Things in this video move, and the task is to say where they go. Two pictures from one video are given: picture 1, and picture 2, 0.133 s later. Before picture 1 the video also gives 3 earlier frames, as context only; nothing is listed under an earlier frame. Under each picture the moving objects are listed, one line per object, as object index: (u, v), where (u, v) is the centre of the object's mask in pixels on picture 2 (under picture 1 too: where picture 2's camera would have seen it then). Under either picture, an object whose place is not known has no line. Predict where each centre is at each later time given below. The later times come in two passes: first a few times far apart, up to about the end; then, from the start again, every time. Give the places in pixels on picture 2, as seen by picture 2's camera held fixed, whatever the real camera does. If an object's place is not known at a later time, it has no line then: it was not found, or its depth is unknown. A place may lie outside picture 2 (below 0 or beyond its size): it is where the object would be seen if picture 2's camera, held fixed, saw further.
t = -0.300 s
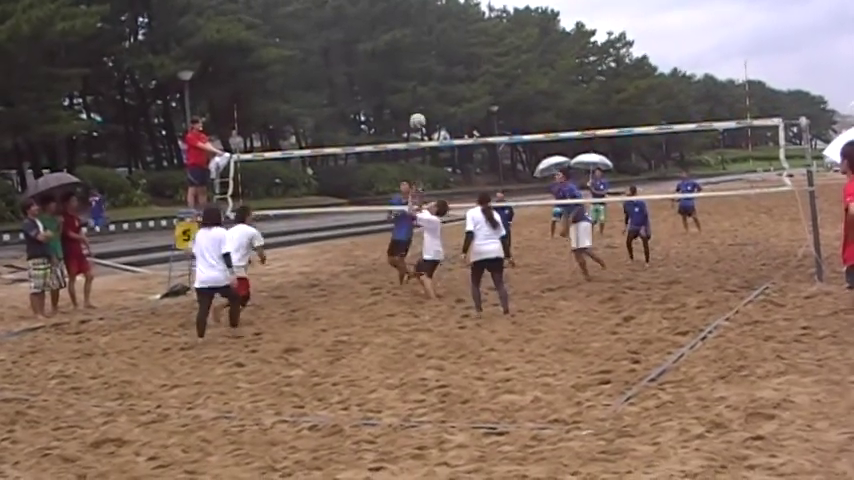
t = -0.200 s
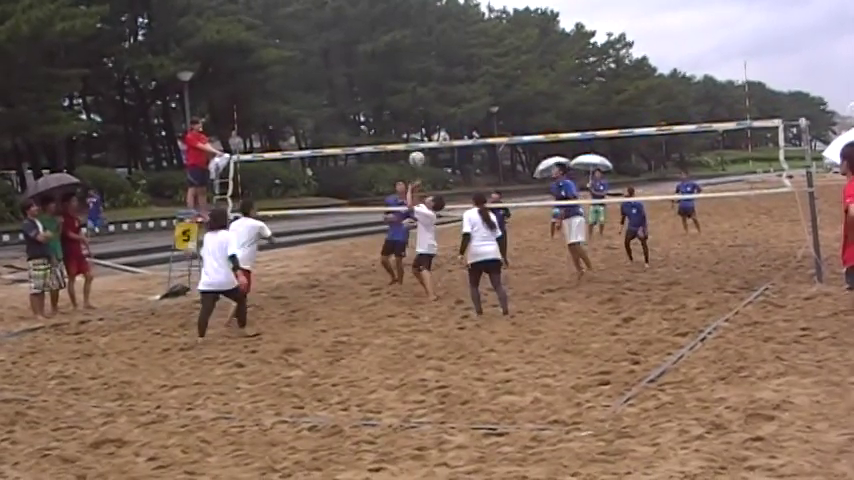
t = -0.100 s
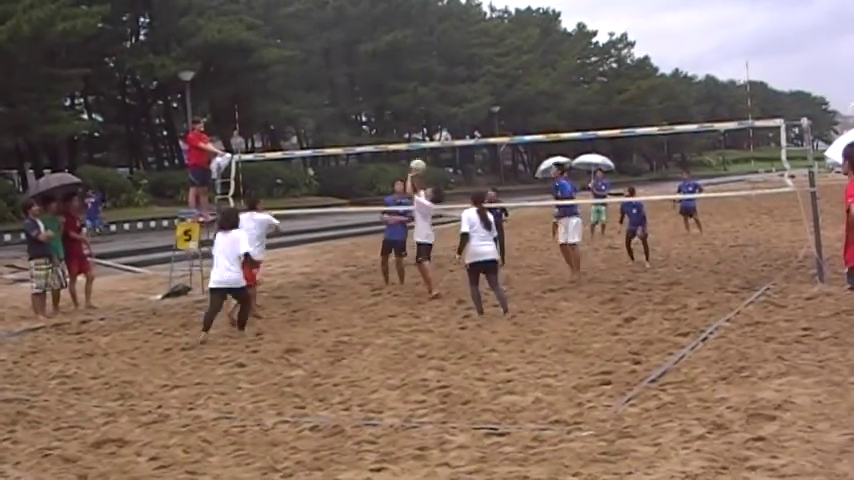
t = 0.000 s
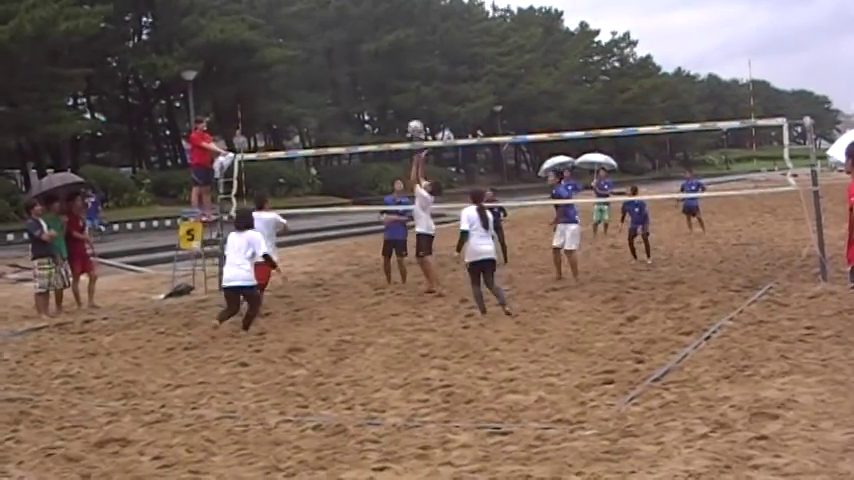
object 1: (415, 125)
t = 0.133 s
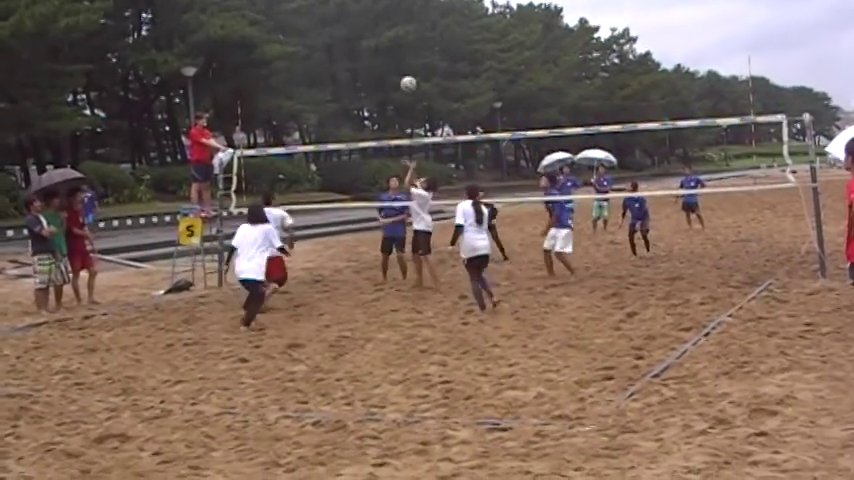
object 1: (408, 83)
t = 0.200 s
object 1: (405, 68)
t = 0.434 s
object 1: (397, 40)
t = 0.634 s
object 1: (392, 45)
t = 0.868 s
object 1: (388, 85)
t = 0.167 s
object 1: (407, 76)
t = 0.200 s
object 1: (405, 68)
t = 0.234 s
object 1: (404, 62)
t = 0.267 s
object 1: (403, 57)
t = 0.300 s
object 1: (401, 52)
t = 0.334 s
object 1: (400, 48)
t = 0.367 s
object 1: (399, 44)
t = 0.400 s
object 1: (398, 42)
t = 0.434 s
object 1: (397, 40)
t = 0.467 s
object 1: (396, 39)
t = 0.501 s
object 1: (395, 39)
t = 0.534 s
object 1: (394, 40)
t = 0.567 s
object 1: (393, 41)
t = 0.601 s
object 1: (393, 43)
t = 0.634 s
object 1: (392, 45)
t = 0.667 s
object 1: (392, 49)
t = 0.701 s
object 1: (391, 53)
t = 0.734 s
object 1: (390, 58)
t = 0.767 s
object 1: (390, 64)
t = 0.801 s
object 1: (389, 71)
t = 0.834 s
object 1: (389, 78)
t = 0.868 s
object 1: (388, 85)
